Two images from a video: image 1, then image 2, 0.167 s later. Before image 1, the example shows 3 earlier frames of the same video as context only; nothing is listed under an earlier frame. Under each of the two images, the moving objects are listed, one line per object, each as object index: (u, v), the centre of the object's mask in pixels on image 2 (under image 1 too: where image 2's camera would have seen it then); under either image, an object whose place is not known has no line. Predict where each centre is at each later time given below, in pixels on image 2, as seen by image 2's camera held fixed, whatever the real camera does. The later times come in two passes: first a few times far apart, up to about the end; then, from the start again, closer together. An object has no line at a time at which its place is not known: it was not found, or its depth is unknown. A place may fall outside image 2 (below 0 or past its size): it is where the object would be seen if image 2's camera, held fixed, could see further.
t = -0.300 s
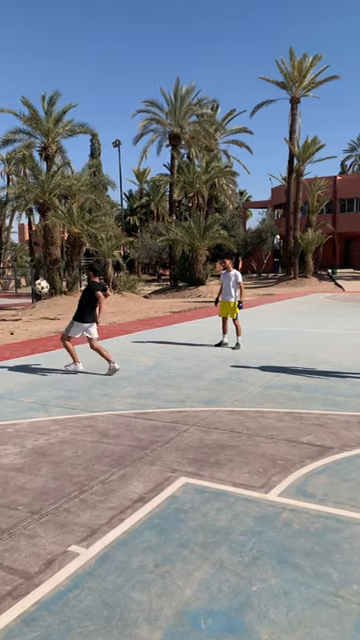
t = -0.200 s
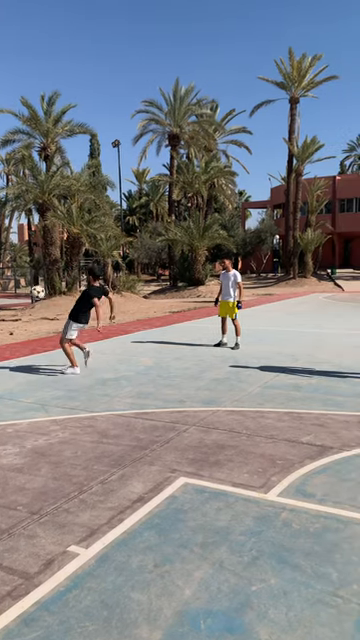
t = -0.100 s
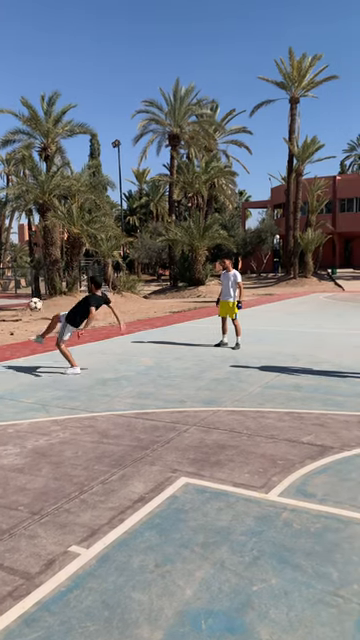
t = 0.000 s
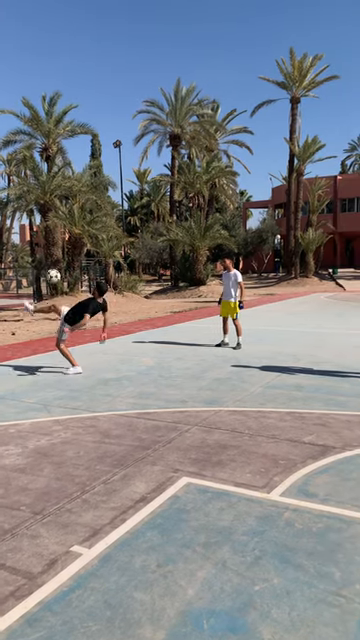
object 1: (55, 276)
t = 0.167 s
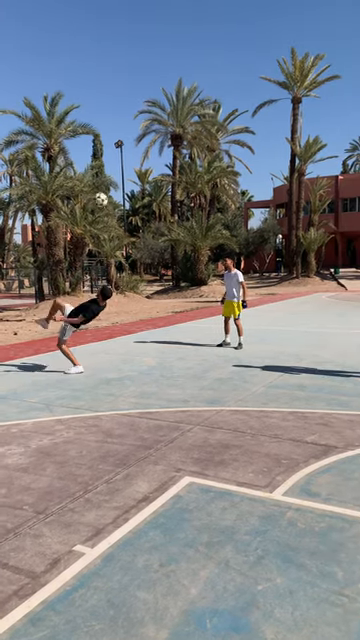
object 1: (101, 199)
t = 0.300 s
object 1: (136, 153)
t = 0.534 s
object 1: (197, 105)
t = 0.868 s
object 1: (272, 98)
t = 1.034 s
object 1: (307, 117)
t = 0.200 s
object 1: (110, 186)
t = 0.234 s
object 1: (118, 174)
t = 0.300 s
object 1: (136, 153)
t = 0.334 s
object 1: (145, 144)
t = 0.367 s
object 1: (153, 135)
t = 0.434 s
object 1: (171, 120)
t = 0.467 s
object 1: (180, 115)
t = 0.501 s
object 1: (188, 109)
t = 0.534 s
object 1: (197, 105)
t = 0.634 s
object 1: (219, 96)
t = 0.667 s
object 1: (227, 93)
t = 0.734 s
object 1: (242, 92)
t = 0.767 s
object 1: (250, 93)
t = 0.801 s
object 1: (257, 94)
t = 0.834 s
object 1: (265, 96)
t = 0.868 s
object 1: (272, 98)
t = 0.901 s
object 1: (279, 101)
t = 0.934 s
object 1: (286, 104)
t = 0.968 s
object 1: (292, 108)
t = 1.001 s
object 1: (299, 113)
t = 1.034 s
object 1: (307, 117)
